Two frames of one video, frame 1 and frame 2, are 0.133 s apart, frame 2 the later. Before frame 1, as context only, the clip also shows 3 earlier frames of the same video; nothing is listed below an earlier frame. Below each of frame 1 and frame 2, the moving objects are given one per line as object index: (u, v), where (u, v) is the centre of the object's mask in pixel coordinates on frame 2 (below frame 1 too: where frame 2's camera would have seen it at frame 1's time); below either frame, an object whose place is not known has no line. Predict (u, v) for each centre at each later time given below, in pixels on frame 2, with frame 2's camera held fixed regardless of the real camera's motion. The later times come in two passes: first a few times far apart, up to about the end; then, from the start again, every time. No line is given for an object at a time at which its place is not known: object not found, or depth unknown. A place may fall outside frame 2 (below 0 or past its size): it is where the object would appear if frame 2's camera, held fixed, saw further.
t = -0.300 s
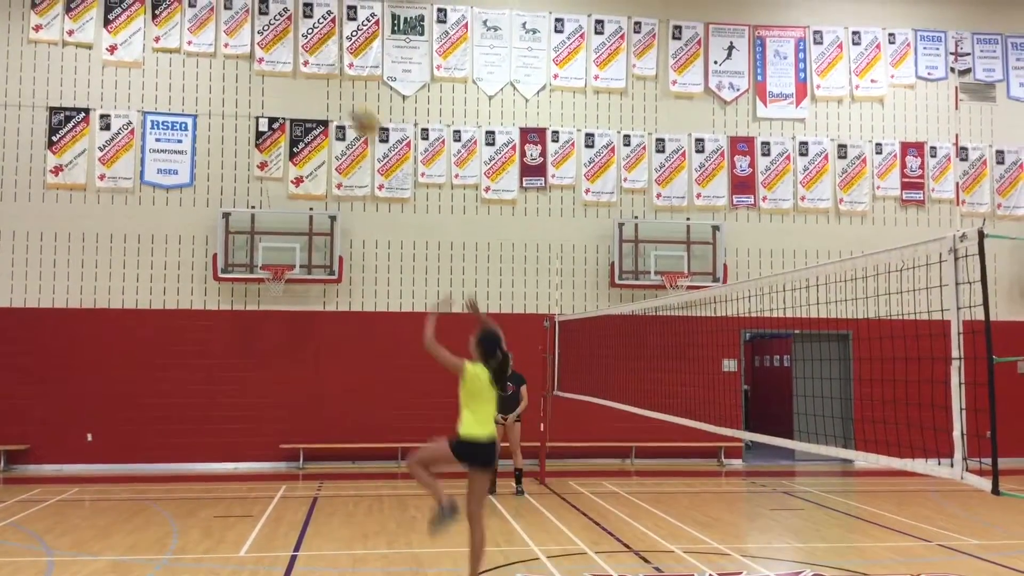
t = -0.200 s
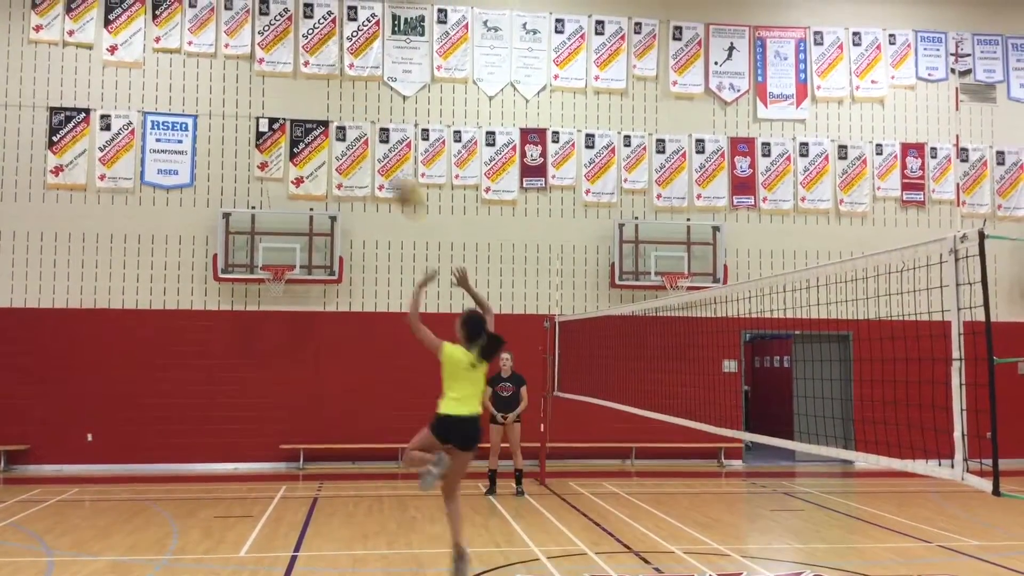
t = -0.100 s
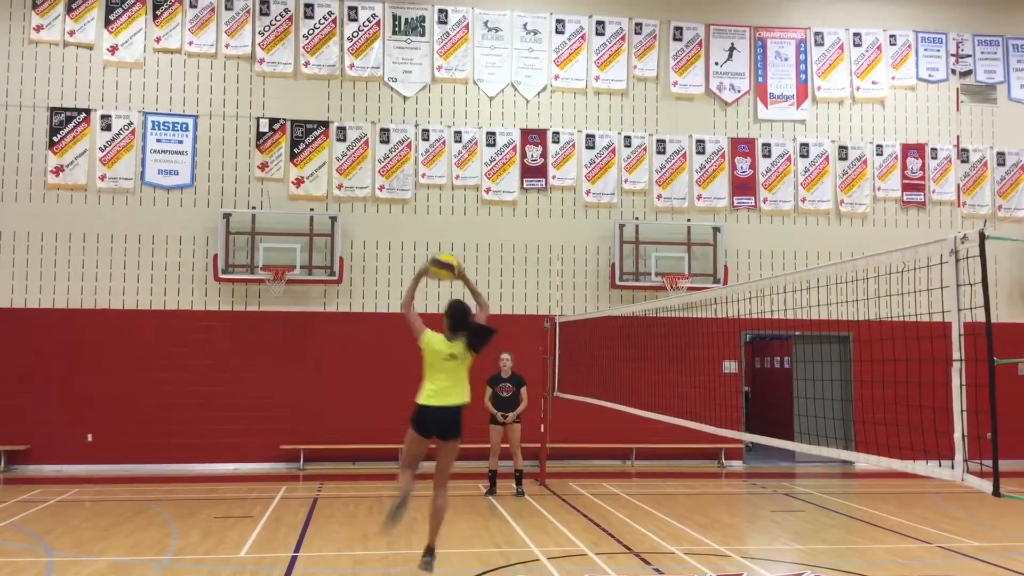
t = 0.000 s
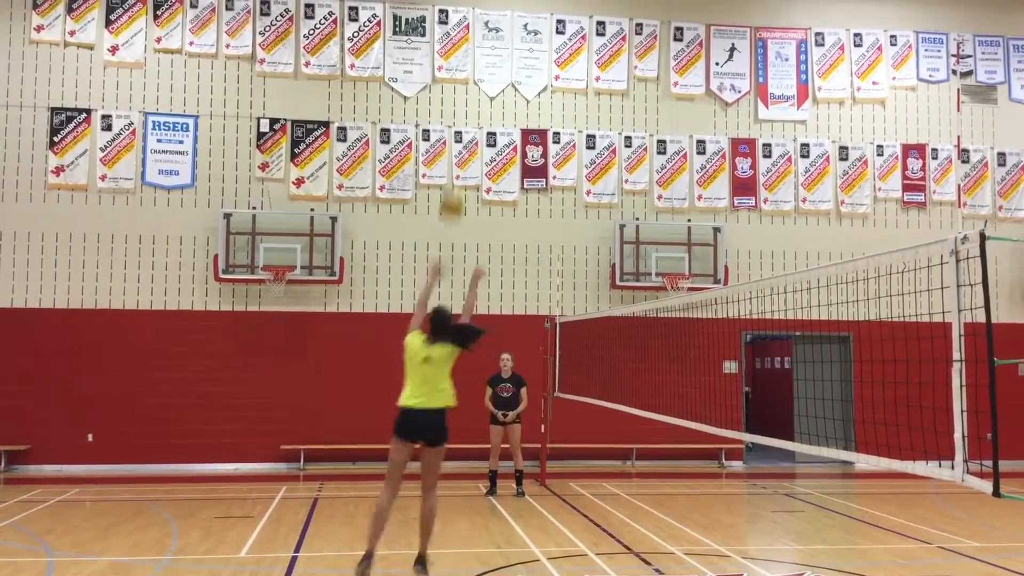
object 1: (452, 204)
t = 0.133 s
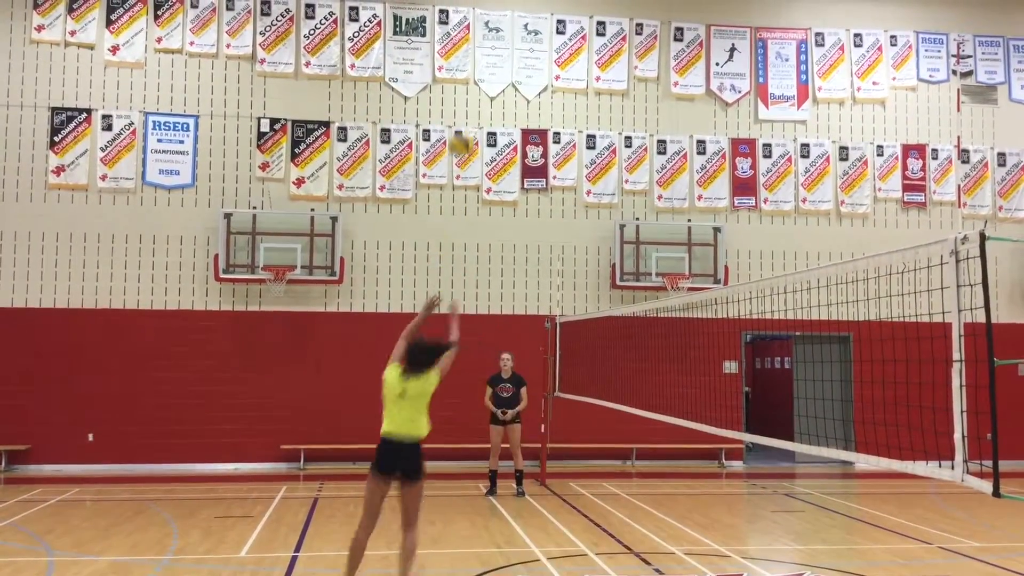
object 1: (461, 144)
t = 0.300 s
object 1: (469, 109)
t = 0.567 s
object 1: (476, 119)
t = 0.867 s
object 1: (480, 202)
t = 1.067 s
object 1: (482, 287)
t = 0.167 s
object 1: (463, 133)
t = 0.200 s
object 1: (465, 125)
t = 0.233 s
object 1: (467, 118)
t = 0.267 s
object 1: (468, 114)
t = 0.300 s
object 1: (469, 109)
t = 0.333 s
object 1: (470, 107)
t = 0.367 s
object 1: (471, 105)
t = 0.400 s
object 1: (472, 105)
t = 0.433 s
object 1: (473, 106)
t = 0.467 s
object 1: (474, 107)
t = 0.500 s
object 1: (475, 110)
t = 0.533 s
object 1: (476, 114)
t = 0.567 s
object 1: (476, 119)
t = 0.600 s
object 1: (477, 125)
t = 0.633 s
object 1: (477, 132)
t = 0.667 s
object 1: (478, 139)
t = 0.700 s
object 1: (478, 149)
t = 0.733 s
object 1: (479, 158)
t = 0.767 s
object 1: (479, 168)
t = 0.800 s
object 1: (479, 179)
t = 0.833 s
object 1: (481, 190)
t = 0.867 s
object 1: (480, 202)
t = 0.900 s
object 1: (481, 215)
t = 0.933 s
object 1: (482, 228)
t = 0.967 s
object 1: (482, 243)
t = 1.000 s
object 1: (482, 256)
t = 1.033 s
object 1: (483, 271)
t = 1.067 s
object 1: (482, 287)
